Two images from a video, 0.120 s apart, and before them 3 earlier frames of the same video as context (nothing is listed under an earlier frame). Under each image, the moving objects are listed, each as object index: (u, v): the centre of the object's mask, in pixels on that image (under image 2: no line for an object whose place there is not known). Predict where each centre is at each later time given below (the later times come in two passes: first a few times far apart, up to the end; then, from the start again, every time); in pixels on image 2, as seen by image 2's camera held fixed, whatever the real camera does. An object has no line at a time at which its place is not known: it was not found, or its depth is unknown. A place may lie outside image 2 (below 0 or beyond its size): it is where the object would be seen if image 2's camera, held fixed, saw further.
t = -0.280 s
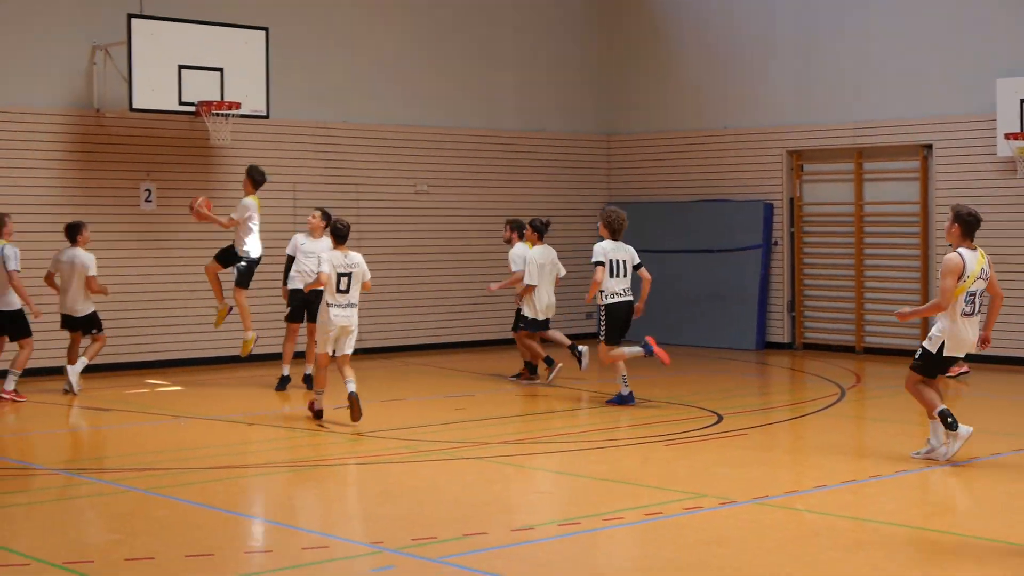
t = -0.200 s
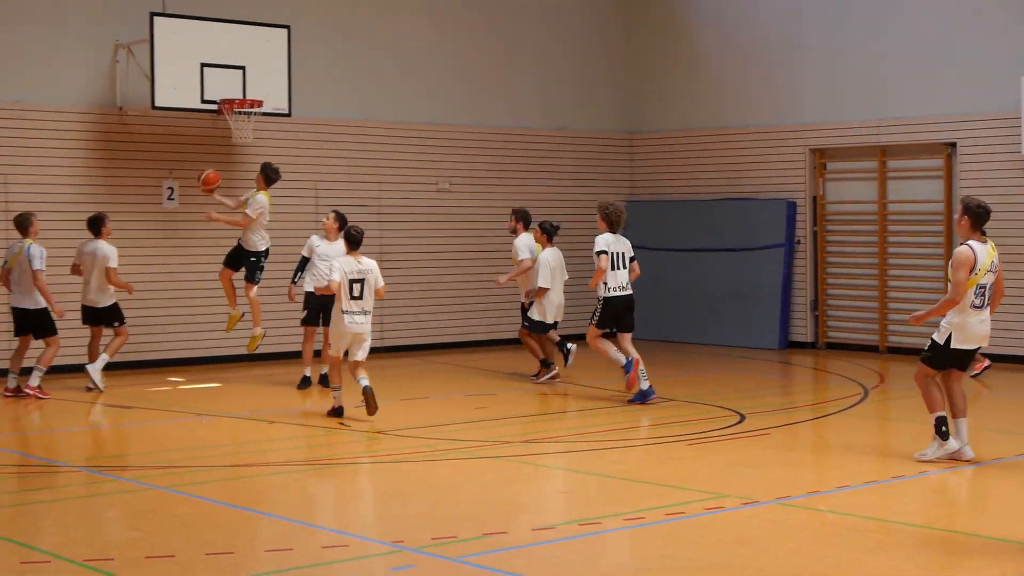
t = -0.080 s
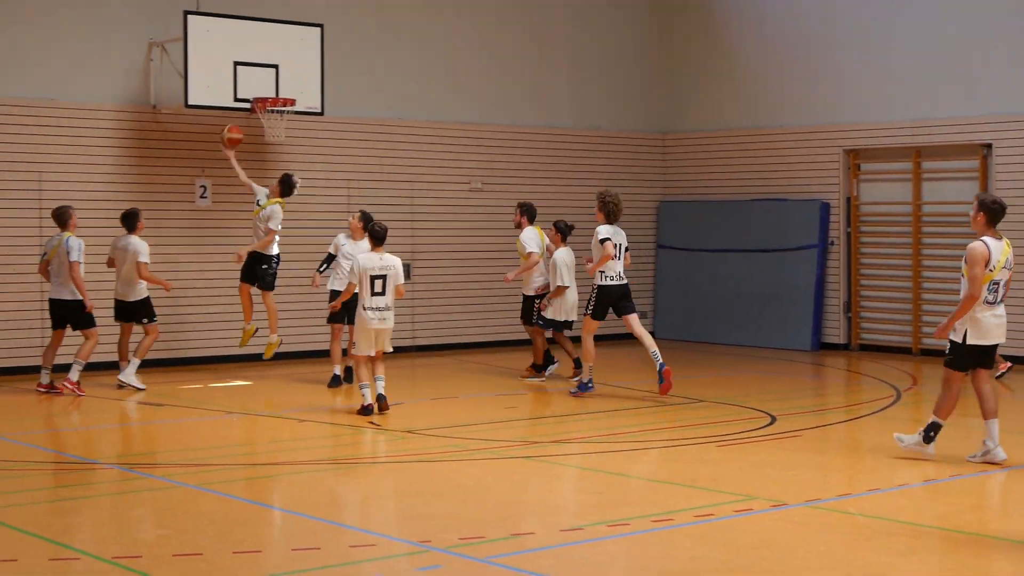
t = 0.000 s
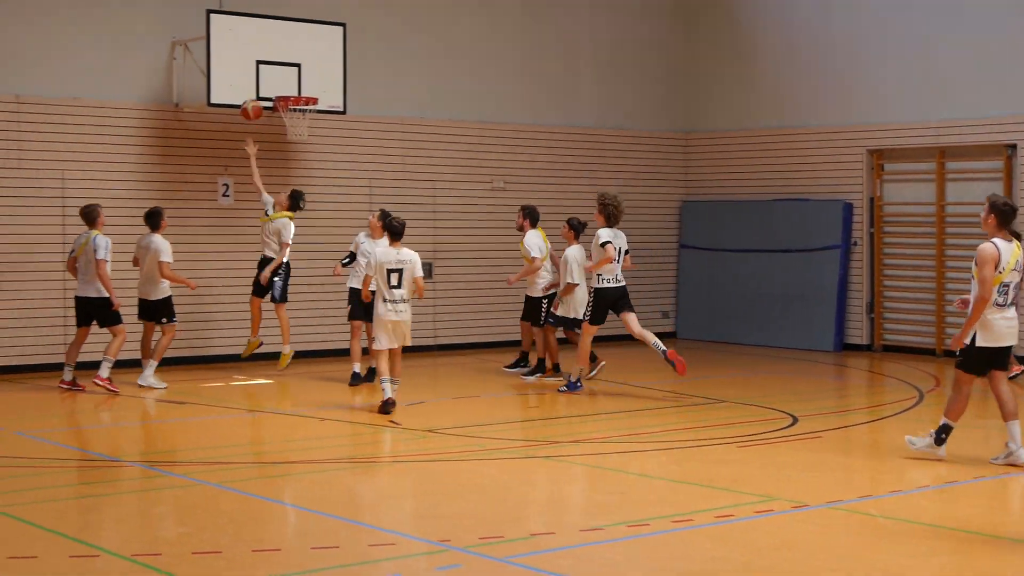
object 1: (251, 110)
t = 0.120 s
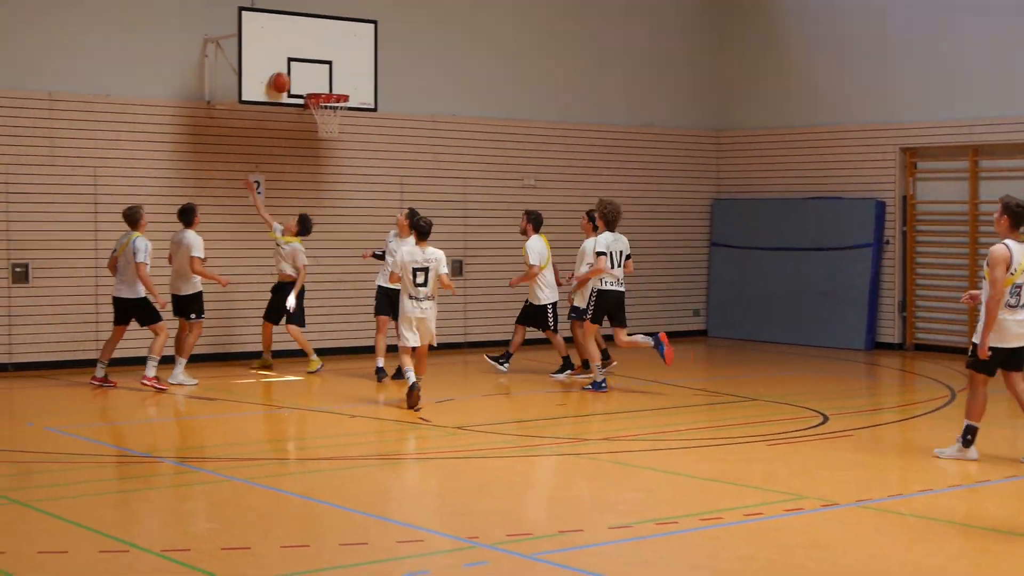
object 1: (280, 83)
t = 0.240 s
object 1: (295, 73)
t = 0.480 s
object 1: (322, 86)
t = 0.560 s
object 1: (328, 89)
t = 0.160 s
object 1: (284, 78)
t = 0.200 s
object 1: (290, 75)
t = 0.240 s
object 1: (295, 73)
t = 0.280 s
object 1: (300, 72)
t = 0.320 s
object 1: (305, 73)
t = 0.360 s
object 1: (310, 76)
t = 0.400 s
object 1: (316, 80)
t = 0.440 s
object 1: (320, 85)
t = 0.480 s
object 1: (322, 86)
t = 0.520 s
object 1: (324, 88)
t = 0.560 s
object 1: (328, 89)
